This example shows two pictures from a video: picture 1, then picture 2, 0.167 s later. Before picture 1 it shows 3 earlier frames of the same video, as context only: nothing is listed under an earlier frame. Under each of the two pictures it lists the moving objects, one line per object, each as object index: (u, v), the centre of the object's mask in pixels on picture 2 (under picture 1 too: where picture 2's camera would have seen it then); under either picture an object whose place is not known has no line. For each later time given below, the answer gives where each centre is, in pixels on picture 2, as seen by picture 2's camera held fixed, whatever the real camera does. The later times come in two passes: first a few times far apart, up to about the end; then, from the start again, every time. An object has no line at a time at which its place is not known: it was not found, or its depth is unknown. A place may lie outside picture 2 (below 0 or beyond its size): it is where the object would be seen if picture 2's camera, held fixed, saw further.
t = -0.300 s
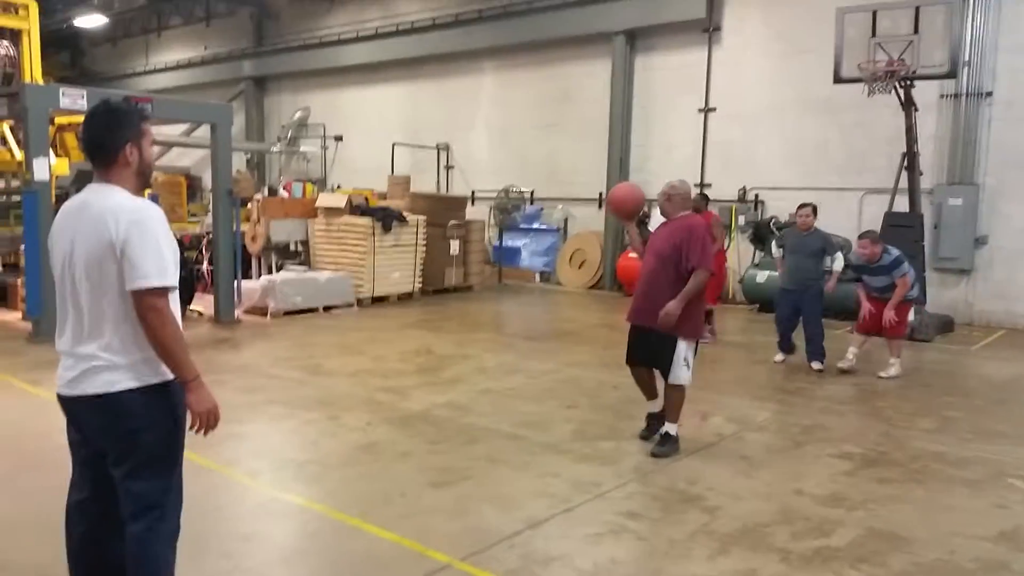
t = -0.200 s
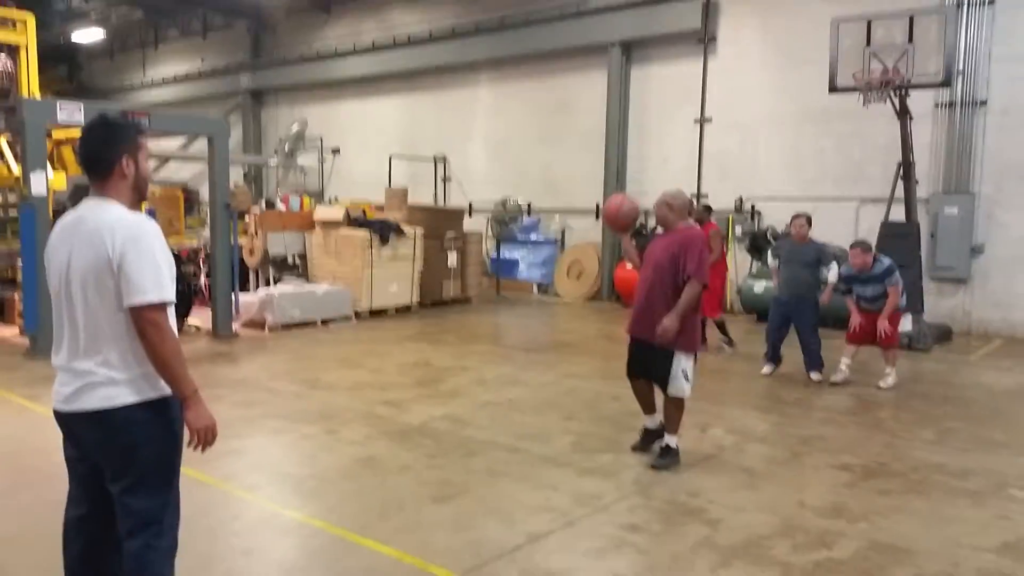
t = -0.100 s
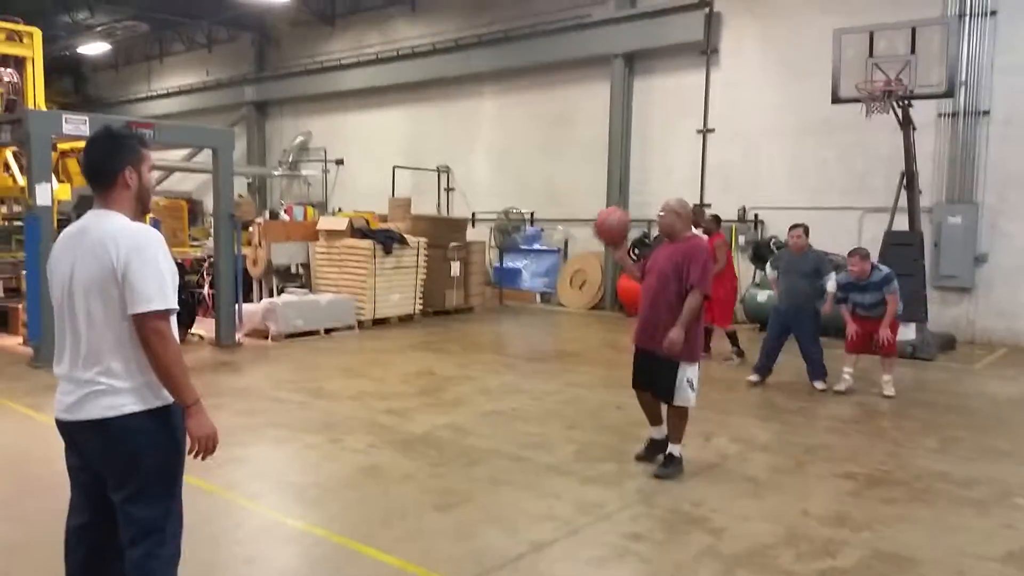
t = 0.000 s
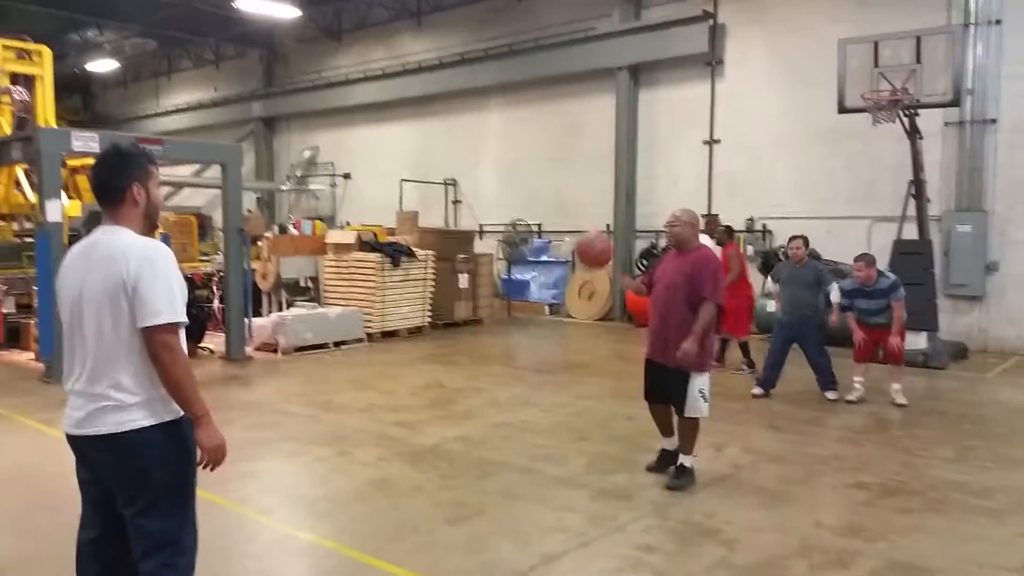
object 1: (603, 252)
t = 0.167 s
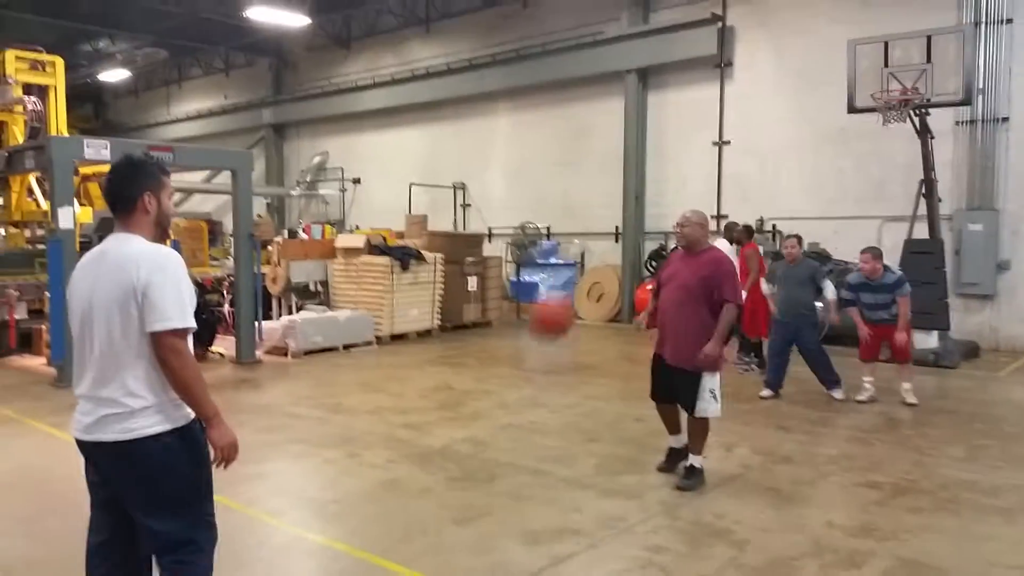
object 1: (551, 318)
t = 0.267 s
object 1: (516, 389)
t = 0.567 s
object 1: (420, 437)
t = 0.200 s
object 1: (540, 337)
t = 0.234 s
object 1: (529, 360)
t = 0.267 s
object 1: (516, 389)
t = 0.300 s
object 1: (503, 423)
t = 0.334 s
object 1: (490, 455)
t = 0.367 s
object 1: (477, 492)
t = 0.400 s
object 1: (459, 537)
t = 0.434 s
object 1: (450, 526)
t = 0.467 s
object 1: (443, 501)
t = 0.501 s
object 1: (435, 479)
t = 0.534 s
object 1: (427, 456)
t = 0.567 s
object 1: (420, 437)
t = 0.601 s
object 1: (412, 417)
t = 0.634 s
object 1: (405, 399)
